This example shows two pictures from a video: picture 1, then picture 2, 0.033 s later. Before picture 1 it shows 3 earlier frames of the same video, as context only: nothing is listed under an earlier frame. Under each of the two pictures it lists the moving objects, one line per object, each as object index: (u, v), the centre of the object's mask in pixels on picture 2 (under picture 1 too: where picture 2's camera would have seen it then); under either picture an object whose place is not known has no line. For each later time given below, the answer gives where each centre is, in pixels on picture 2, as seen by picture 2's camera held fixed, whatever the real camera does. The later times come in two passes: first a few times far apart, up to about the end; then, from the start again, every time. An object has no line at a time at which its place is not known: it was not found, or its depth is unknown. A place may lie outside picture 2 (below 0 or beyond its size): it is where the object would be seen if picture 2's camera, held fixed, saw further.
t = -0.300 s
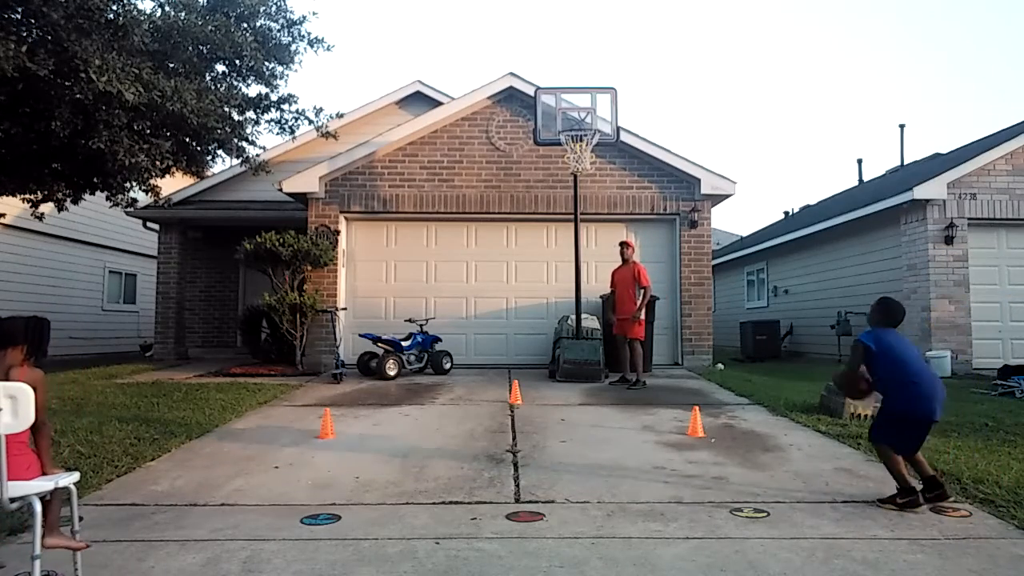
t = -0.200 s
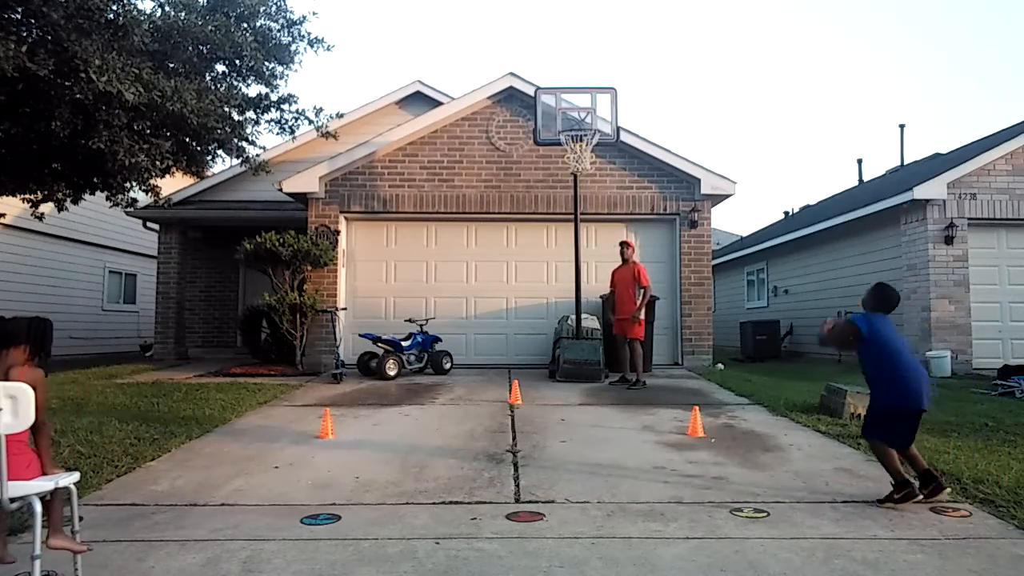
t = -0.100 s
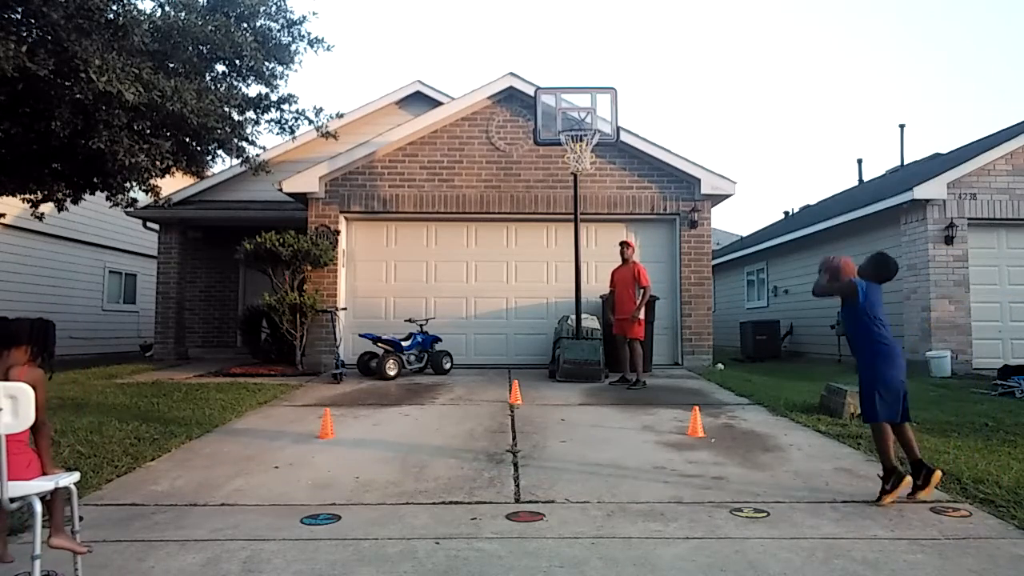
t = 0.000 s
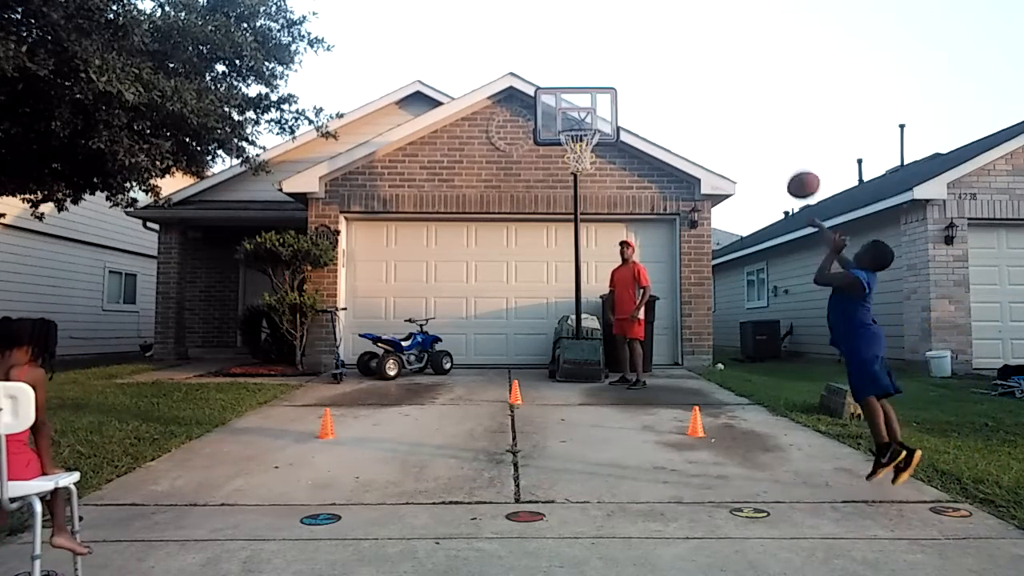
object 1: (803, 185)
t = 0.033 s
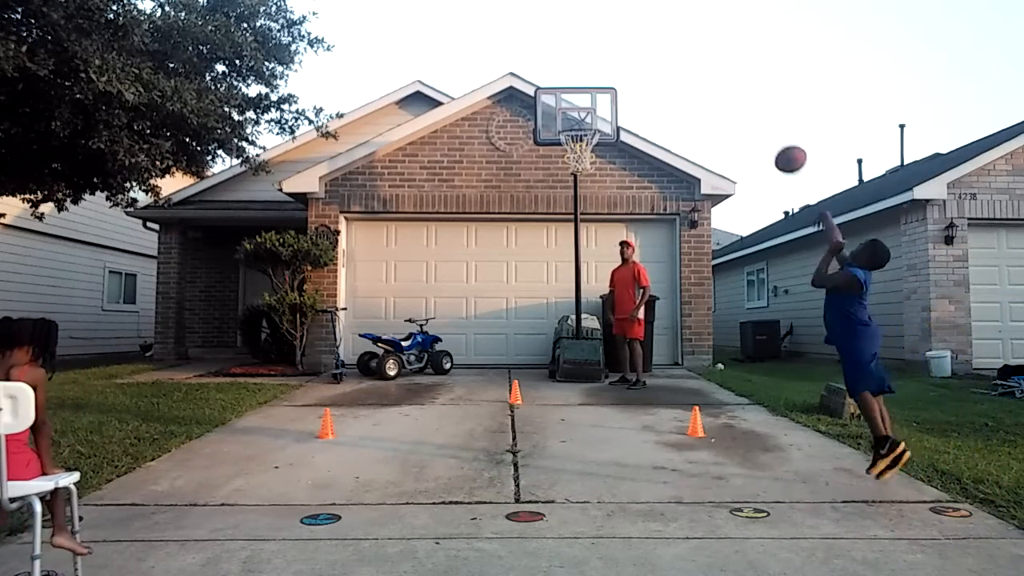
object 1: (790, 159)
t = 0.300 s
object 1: (709, 37)
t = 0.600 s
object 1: (647, 20)
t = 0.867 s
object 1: (606, 72)
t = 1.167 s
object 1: (578, 155)
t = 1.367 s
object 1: (575, 170)
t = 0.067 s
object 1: (778, 136)
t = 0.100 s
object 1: (767, 116)
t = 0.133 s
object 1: (756, 98)
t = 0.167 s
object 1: (746, 82)
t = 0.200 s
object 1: (736, 68)
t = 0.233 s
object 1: (726, 56)
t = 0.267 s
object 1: (718, 45)
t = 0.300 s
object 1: (709, 37)
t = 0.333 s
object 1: (701, 30)
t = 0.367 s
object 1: (693, 24)
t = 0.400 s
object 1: (686, 20)
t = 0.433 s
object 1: (679, 17)
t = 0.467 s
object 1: (672, 15)
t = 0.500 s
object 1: (665, 14)
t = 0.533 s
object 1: (659, 15)
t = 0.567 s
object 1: (653, 17)
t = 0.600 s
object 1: (647, 20)
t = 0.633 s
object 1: (641, 23)
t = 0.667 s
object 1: (635, 28)
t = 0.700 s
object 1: (630, 33)
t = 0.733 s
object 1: (625, 39)
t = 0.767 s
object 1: (620, 47)
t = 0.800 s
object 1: (615, 54)
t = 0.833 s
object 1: (611, 63)
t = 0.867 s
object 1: (606, 72)
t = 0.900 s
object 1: (602, 82)
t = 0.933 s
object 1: (598, 93)
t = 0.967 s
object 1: (593, 104)
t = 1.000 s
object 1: (589, 116)
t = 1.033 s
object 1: (585, 126)
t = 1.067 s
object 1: (583, 138)
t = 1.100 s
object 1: (580, 142)
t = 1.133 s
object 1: (577, 153)
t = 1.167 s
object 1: (578, 155)
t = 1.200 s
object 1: (577, 155)
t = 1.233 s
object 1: (576, 157)
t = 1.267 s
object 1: (576, 160)
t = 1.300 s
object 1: (575, 162)
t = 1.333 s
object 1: (575, 167)
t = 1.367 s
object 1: (575, 170)
